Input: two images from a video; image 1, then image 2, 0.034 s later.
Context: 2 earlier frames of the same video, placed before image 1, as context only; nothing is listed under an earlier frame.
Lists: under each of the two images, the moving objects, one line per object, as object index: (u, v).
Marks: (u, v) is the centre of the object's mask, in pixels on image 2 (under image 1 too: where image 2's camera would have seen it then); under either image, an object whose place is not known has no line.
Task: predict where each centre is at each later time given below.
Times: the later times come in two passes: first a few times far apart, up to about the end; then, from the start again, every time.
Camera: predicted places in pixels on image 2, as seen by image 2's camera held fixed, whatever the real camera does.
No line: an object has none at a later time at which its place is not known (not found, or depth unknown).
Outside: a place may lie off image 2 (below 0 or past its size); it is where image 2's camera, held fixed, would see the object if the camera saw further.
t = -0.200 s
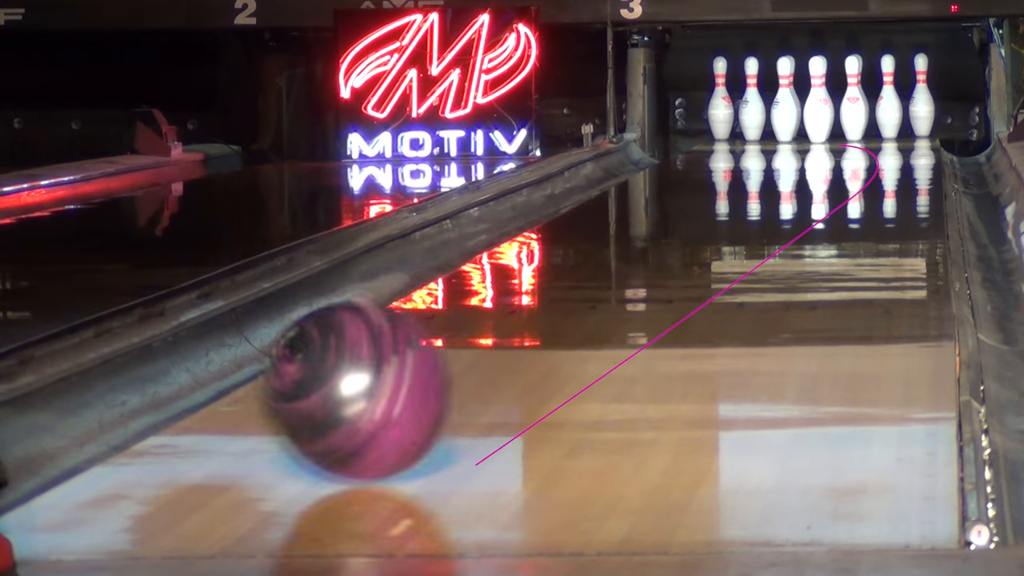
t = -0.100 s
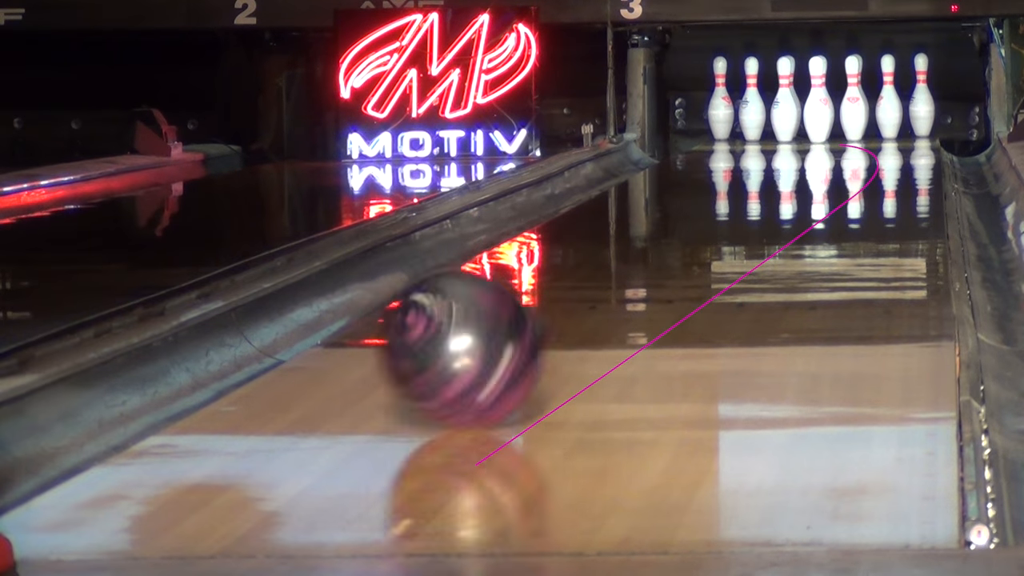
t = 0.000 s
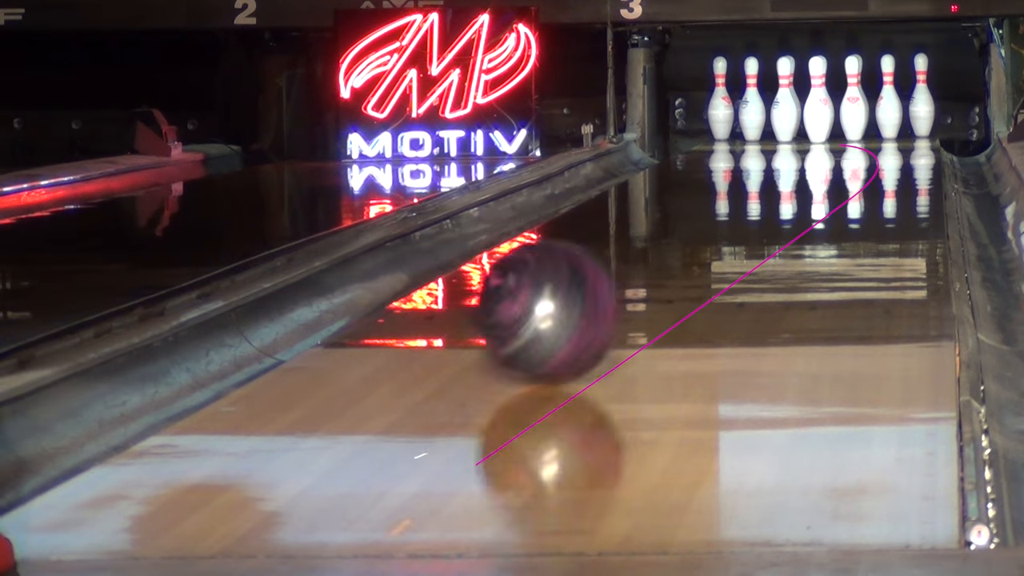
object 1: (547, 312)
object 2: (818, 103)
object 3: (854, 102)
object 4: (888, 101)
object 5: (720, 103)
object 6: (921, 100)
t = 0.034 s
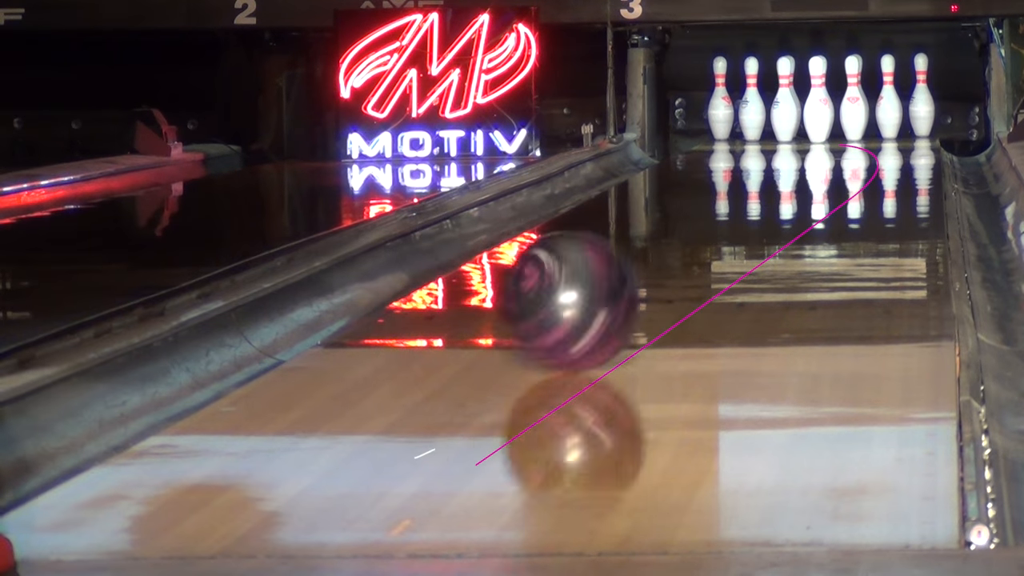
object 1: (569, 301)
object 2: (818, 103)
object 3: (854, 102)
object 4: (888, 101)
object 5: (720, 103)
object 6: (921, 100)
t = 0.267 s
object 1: (697, 242)
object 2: (818, 103)
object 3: (854, 102)
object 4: (888, 101)
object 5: (720, 103)
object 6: (921, 100)
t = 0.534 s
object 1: (792, 204)
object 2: (818, 103)
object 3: (854, 101)
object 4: (888, 101)
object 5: (720, 103)
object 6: (921, 100)
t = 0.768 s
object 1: (847, 179)
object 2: (818, 103)
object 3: (854, 101)
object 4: (888, 101)
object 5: (720, 103)
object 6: (921, 100)
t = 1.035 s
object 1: (888, 160)
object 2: (818, 103)
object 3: (854, 101)
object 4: (888, 94)
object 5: (720, 103)
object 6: (921, 100)
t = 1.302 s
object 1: (905, 142)
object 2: (818, 103)
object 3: (854, 101)
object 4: (887, 90)
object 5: (720, 103)
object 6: (922, 90)
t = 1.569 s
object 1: (898, 130)
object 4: (887, 82)
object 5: (720, 103)
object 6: (923, 92)
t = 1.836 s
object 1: (866, 123)
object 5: (720, 103)
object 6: (921, 100)
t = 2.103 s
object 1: (836, 118)
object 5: (720, 103)
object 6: (921, 100)
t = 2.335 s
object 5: (670, 114)
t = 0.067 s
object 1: (592, 290)
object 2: (818, 103)
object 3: (854, 102)
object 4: (888, 101)
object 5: (720, 103)
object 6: (921, 100)
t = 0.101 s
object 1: (609, 282)
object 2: (818, 103)
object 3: (854, 102)
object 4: (888, 101)
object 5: (720, 103)
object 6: (921, 100)
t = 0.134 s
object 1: (629, 273)
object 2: (818, 103)
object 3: (854, 102)
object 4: (888, 101)
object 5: (720, 103)
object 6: (921, 100)
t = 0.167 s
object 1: (648, 267)
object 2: (818, 103)
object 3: (854, 102)
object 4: (888, 101)
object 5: (720, 103)
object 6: (921, 100)
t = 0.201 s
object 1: (665, 258)
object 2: (818, 103)
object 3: (854, 102)
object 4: (888, 101)
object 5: (720, 102)
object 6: (921, 100)
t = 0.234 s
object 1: (682, 249)
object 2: (818, 103)
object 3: (854, 102)
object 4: (888, 101)
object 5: (720, 102)
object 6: (921, 100)
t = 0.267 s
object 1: (697, 242)
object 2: (818, 103)
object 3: (854, 102)
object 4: (888, 101)
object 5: (720, 103)
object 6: (921, 100)
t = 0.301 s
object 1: (708, 240)
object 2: (818, 103)
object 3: (854, 102)
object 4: (888, 101)
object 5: (720, 103)
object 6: (921, 100)
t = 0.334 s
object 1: (722, 234)
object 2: (818, 103)
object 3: (854, 102)
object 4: (888, 101)
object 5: (720, 103)
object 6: (921, 100)
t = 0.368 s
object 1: (736, 227)
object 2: (818, 103)
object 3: (854, 102)
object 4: (888, 101)
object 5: (720, 103)
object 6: (921, 100)
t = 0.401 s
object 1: (749, 223)
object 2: (818, 103)
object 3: (854, 102)
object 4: (888, 101)
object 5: (720, 103)
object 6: (921, 100)
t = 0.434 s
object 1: (761, 218)
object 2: (818, 103)
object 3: (854, 102)
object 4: (888, 101)
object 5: (720, 103)
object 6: (921, 100)
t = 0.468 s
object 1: (771, 214)
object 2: (818, 103)
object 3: (854, 102)
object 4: (888, 101)
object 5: (720, 103)
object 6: (921, 100)
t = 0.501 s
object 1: (780, 209)
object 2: (818, 103)
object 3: (854, 102)
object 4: (888, 101)
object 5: (720, 103)
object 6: (921, 100)
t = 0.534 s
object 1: (792, 204)
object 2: (818, 103)
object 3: (854, 101)
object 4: (888, 101)
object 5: (720, 103)
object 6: (921, 100)
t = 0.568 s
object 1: (801, 200)
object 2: (818, 103)
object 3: (854, 101)
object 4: (888, 101)
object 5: (720, 103)
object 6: (921, 100)
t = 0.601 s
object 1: (808, 197)
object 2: (818, 103)
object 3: (854, 101)
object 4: (888, 101)
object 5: (720, 103)
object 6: (921, 100)
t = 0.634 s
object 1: (818, 193)
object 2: (818, 103)
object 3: (854, 102)
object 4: (888, 101)
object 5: (720, 103)
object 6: (921, 100)
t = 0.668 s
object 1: (826, 188)
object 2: (818, 103)
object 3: (854, 101)
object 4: (888, 101)
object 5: (720, 103)
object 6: (921, 100)
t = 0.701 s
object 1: (835, 185)
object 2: (818, 103)
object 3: (854, 101)
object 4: (888, 101)
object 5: (720, 103)
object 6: (921, 100)
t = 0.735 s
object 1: (841, 182)
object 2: (818, 103)
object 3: (854, 101)
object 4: (888, 101)
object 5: (720, 103)
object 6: (921, 100)
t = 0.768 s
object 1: (847, 179)
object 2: (818, 103)
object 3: (854, 101)
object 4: (888, 101)
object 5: (720, 103)
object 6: (921, 100)
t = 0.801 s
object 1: (854, 176)
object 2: (818, 103)
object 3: (854, 100)
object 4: (888, 101)
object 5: (720, 103)
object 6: (921, 100)
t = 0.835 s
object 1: (860, 173)
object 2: (818, 103)
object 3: (854, 99)
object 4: (888, 101)
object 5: (720, 103)
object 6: (921, 100)
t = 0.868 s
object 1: (864, 171)
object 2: (818, 103)
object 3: (854, 99)
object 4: (889, 101)
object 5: (720, 103)
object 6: (921, 100)
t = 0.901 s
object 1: (870, 168)
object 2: (818, 103)
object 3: (853, 99)
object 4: (889, 100)
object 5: (720, 103)
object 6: (921, 100)
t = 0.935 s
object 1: (875, 165)
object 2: (818, 103)
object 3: (853, 99)
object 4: (889, 98)
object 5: (720, 103)
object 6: (921, 100)
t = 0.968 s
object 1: (881, 163)
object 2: (818, 103)
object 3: (853, 100)
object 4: (888, 96)
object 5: (720, 103)
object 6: (921, 100)
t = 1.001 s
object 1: (884, 161)
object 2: (818, 103)
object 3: (853, 100)
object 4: (888, 95)
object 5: (720, 103)
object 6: (921, 100)
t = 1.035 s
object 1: (888, 160)
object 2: (818, 103)
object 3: (854, 101)
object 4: (888, 94)
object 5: (720, 103)
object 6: (921, 100)
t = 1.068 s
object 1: (893, 154)
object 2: (818, 103)
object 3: (854, 101)
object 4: (888, 93)
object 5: (720, 103)
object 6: (921, 99)
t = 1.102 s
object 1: (895, 153)
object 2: (818, 103)
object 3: (854, 101)
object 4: (888, 92)
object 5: (720, 103)
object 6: (922, 97)
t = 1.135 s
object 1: (898, 151)
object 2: (818, 103)
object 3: (854, 101)
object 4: (888, 92)
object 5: (720, 103)
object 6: (922, 96)
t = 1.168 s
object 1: (901, 149)
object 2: (818, 103)
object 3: (854, 101)
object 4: (888, 92)
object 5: (720, 103)
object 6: (922, 94)
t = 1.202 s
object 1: (902, 147)
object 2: (818, 103)
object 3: (854, 101)
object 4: (888, 91)
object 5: (720, 103)
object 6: (922, 93)
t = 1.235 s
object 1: (903, 145)
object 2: (818, 103)
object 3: (854, 101)
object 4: (888, 91)
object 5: (720, 103)
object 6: (922, 92)
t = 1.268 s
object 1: (904, 144)
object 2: (818, 103)
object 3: (854, 101)
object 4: (887, 91)
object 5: (720, 103)
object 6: (922, 91)
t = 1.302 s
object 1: (905, 142)
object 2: (818, 103)
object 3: (854, 101)
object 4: (887, 90)
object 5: (720, 103)
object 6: (922, 90)
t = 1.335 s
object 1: (906, 140)
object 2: (818, 103)
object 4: (887, 90)
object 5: (720, 103)
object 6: (922, 89)
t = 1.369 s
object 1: (906, 139)
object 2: (818, 103)
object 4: (887, 89)
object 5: (720, 103)
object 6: (922, 88)
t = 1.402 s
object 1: (906, 137)
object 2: (818, 103)
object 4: (887, 89)
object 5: (720, 102)
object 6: (922, 87)
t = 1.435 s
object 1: (905, 135)
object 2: (818, 103)
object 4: (887, 88)
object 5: (720, 103)
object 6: (922, 87)
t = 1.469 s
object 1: (904, 134)
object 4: (887, 86)
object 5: (720, 103)
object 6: (922, 87)
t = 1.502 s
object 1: (902, 132)
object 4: (887, 85)
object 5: (720, 103)
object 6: (923, 88)
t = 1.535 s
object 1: (900, 131)
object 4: (887, 84)
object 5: (720, 103)
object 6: (923, 90)
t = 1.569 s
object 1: (898, 130)
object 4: (887, 82)
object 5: (720, 103)
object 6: (923, 92)
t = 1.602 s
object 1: (895, 129)
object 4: (887, 81)
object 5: (720, 103)
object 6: (923, 94)
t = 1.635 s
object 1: (892, 128)
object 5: (720, 102)
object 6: (922, 96)
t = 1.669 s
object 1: (889, 127)
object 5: (720, 102)
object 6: (922, 99)
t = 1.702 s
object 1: (884, 126)
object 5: (720, 102)
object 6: (921, 100)
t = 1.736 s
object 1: (880, 125)
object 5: (720, 103)
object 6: (921, 100)
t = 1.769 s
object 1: (876, 125)
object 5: (720, 102)
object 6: (921, 100)
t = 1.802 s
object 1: (871, 124)
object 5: (720, 103)
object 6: (921, 100)
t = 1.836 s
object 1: (866, 123)
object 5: (720, 103)
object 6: (921, 100)
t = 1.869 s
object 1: (860, 123)
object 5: (720, 103)
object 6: (921, 100)
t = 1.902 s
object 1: (856, 122)
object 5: (720, 103)
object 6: (921, 100)
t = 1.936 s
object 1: (851, 122)
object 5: (720, 103)
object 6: (921, 100)
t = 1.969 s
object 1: (846, 121)
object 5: (720, 103)
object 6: (921, 100)
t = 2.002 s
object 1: (841, 120)
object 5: (720, 103)
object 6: (921, 100)
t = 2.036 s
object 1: (836, 119)
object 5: (720, 102)
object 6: (921, 100)
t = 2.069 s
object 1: (834, 118)
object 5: (720, 103)
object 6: (921, 100)
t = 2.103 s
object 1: (836, 118)
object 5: (720, 103)
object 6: (921, 100)
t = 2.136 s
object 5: (719, 102)
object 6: (921, 100)
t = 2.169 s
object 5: (710, 102)
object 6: (923, 96)
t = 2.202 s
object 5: (698, 106)
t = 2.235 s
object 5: (685, 109)
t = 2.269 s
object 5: (681, 112)
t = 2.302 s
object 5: (672, 110)
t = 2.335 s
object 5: (670, 114)
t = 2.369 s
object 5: (674, 120)
